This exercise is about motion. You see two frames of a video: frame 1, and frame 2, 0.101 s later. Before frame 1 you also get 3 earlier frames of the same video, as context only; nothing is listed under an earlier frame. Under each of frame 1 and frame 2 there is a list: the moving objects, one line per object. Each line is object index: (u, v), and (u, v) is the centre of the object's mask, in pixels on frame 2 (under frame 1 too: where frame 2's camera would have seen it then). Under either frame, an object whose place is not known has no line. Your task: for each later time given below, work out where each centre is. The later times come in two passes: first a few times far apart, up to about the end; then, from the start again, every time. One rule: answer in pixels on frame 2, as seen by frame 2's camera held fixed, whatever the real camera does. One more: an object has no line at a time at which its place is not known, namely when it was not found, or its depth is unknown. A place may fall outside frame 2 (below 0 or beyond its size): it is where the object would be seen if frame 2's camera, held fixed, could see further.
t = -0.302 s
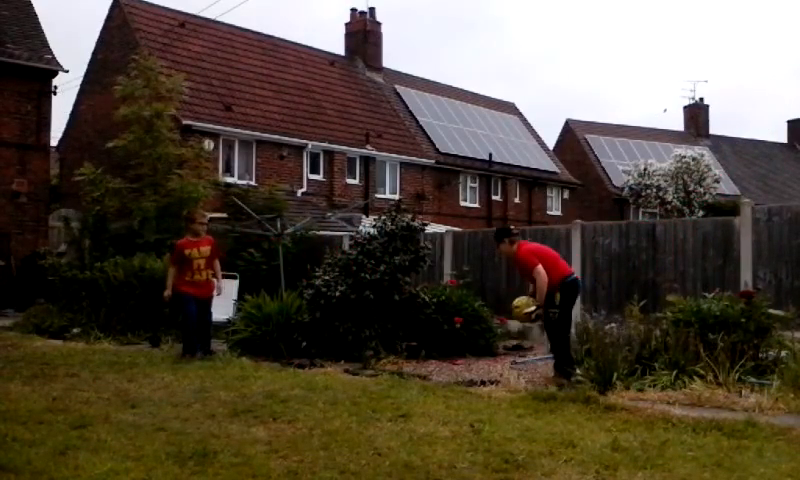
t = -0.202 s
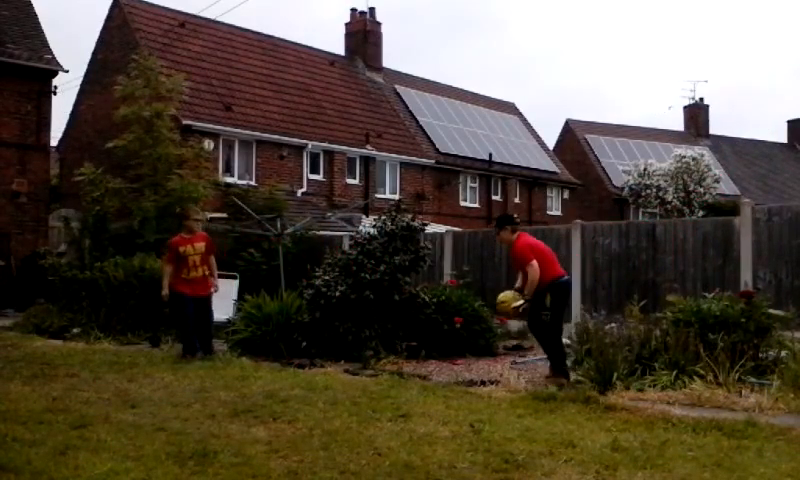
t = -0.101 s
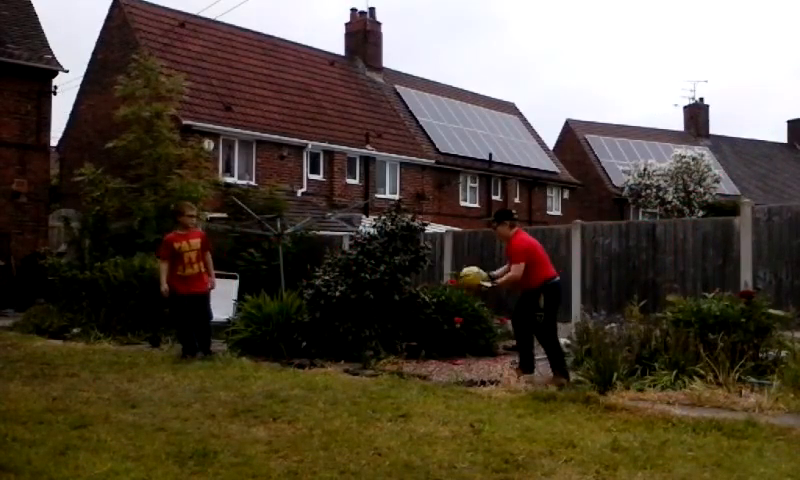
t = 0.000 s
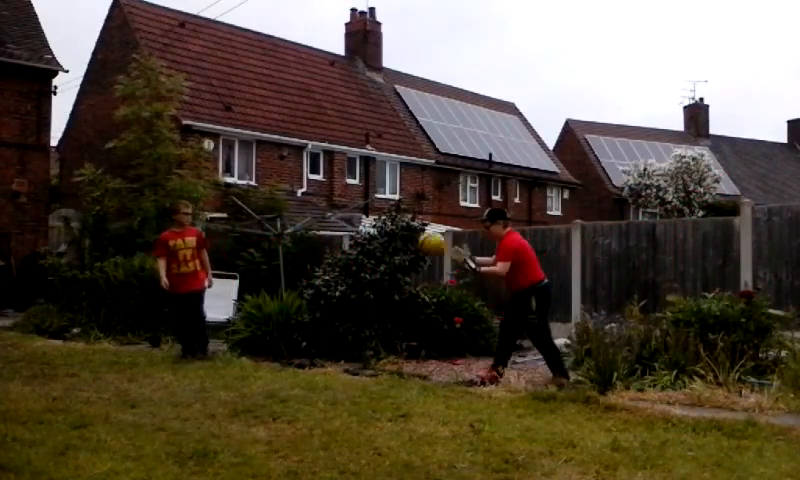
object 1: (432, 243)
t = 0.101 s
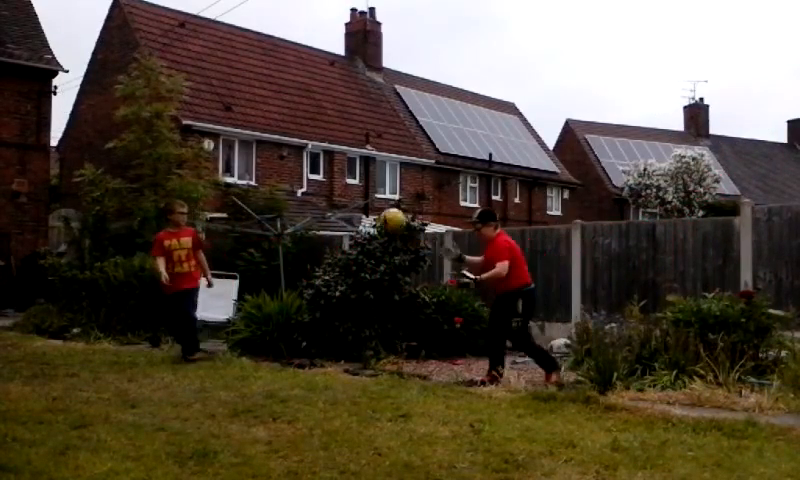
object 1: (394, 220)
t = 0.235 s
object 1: (341, 211)
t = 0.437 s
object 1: (268, 233)
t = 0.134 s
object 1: (379, 214)
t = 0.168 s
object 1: (366, 212)
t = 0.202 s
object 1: (354, 211)
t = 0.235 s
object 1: (341, 211)
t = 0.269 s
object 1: (328, 211)
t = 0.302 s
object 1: (316, 213)
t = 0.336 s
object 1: (303, 217)
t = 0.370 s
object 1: (291, 222)
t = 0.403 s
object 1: (280, 226)
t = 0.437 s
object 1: (268, 233)
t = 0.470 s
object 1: (255, 242)
